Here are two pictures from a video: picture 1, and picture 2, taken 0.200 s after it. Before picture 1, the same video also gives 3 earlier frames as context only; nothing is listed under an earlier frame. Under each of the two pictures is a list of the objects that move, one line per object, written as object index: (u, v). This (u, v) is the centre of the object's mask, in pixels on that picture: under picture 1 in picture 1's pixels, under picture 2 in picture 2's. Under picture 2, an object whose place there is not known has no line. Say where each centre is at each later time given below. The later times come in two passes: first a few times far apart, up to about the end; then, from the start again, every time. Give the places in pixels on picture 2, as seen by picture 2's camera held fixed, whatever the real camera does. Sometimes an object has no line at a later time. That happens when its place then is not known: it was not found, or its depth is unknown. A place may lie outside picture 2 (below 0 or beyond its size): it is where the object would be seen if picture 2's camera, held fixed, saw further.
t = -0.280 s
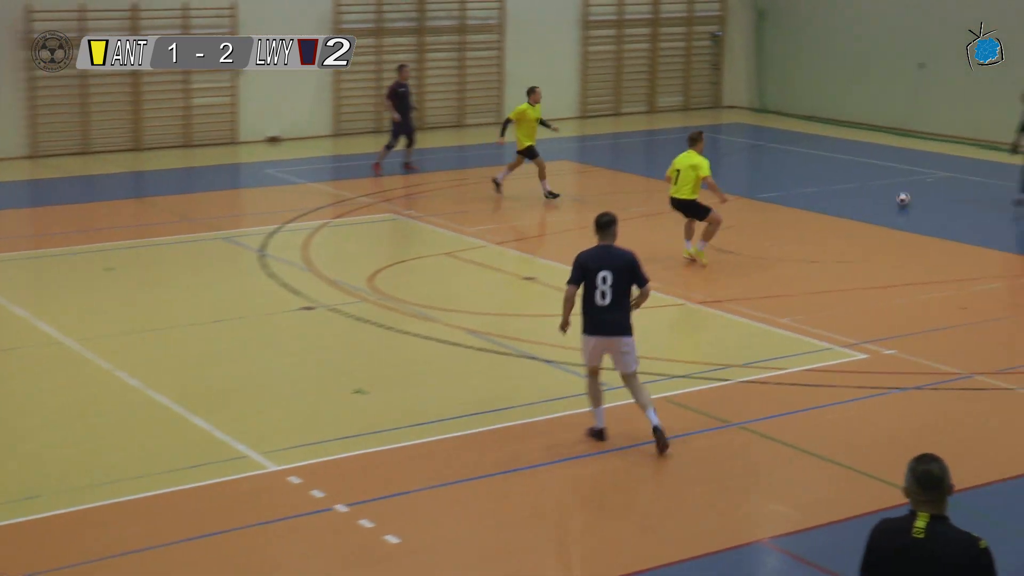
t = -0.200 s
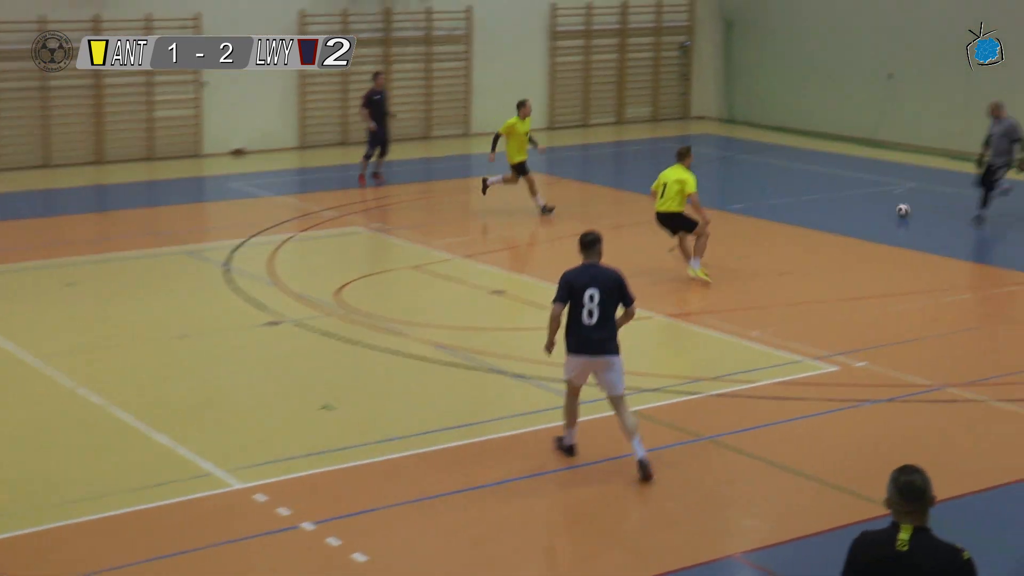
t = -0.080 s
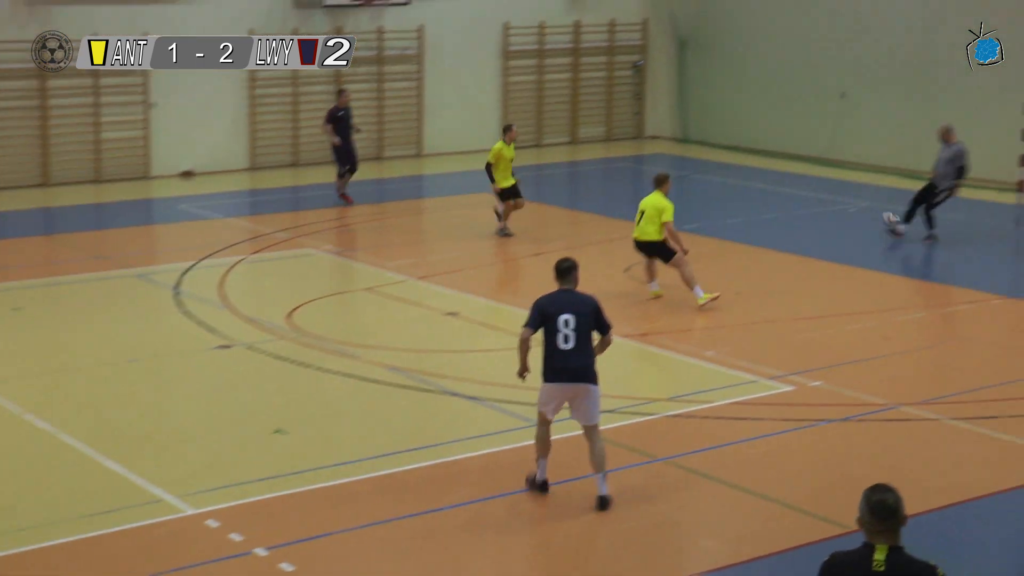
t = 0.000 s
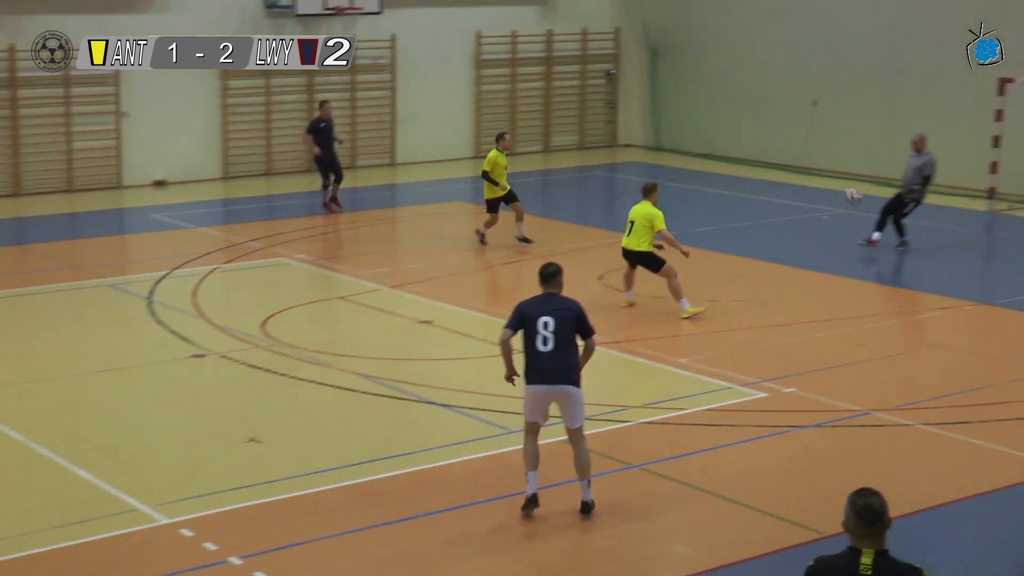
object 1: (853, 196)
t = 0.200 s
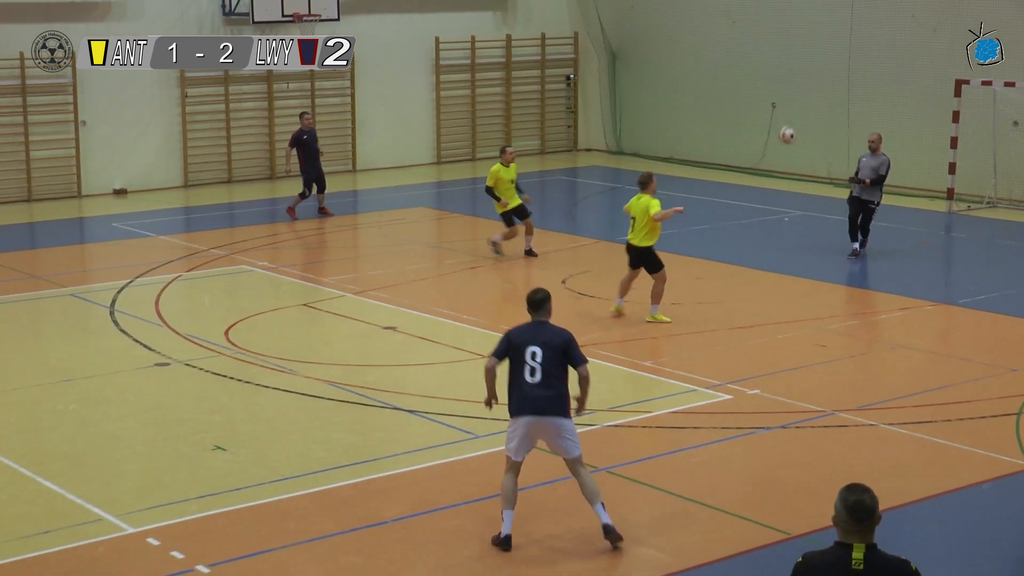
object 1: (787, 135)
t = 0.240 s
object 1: (784, 126)
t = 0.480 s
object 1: (752, 86)
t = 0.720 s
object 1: (719, 91)
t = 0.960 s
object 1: (682, 157)
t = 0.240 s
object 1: (784, 126)
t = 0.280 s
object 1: (777, 116)
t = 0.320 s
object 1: (776, 109)
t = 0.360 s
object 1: (770, 101)
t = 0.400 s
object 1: (764, 95)
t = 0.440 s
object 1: (757, 90)
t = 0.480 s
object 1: (752, 86)
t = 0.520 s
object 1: (745, 83)
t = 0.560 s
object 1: (740, 82)
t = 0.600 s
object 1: (735, 82)
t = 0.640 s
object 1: (730, 84)
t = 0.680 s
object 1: (724, 86)
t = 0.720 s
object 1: (719, 91)
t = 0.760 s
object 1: (712, 97)
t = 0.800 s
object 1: (707, 106)
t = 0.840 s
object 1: (701, 115)
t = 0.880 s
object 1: (696, 127)
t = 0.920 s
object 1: (689, 140)
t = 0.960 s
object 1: (682, 157)
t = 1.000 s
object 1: (675, 176)
